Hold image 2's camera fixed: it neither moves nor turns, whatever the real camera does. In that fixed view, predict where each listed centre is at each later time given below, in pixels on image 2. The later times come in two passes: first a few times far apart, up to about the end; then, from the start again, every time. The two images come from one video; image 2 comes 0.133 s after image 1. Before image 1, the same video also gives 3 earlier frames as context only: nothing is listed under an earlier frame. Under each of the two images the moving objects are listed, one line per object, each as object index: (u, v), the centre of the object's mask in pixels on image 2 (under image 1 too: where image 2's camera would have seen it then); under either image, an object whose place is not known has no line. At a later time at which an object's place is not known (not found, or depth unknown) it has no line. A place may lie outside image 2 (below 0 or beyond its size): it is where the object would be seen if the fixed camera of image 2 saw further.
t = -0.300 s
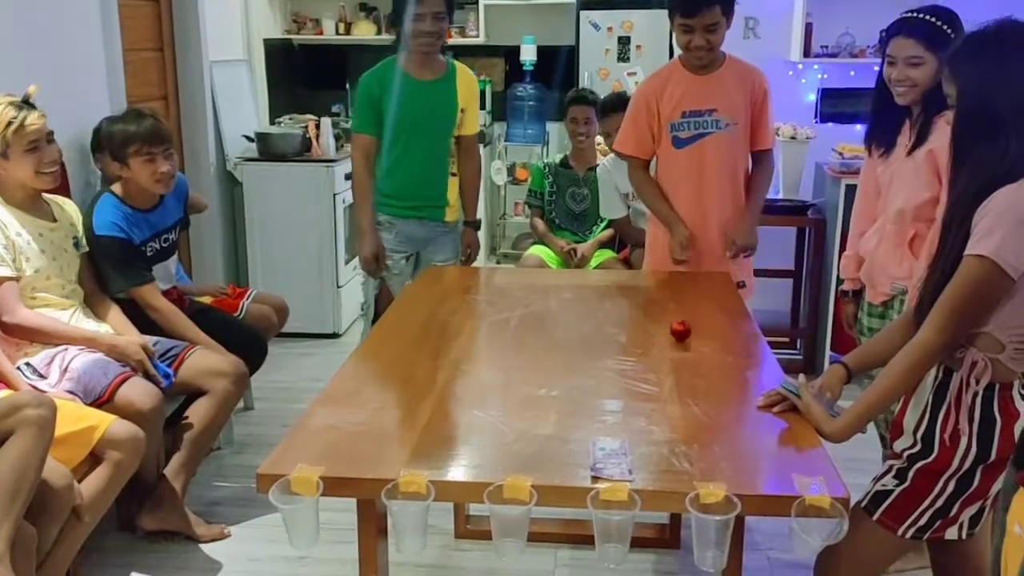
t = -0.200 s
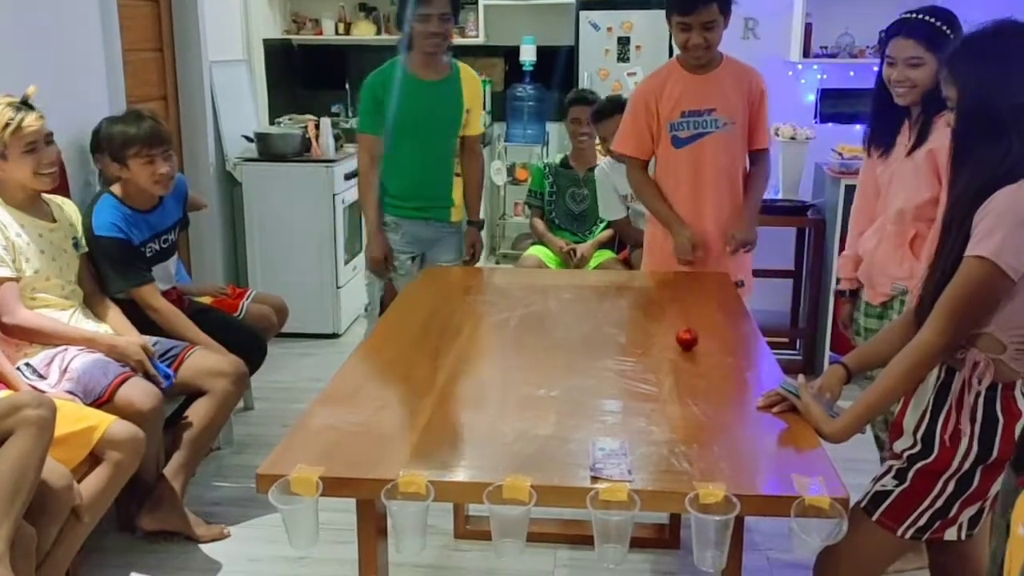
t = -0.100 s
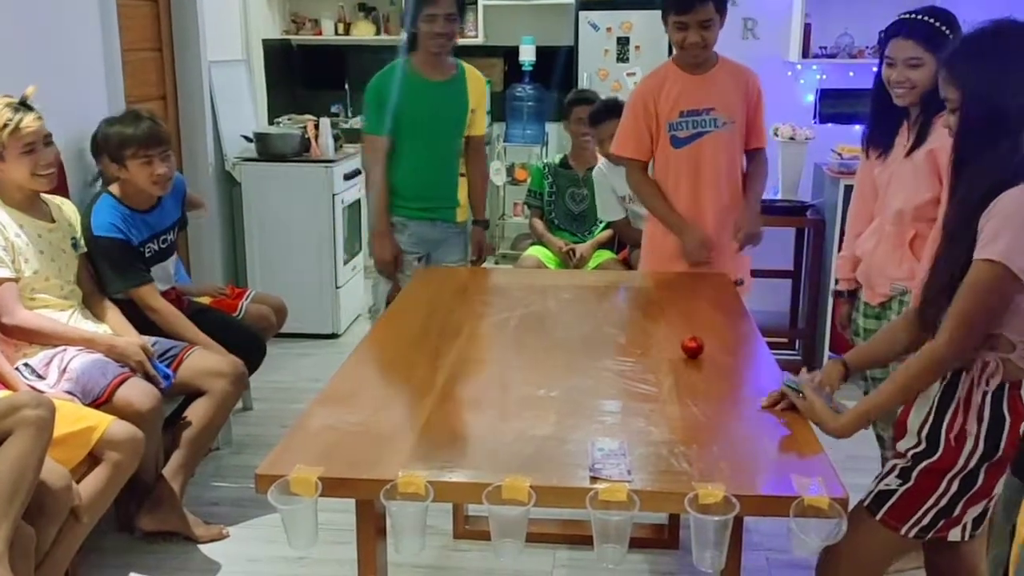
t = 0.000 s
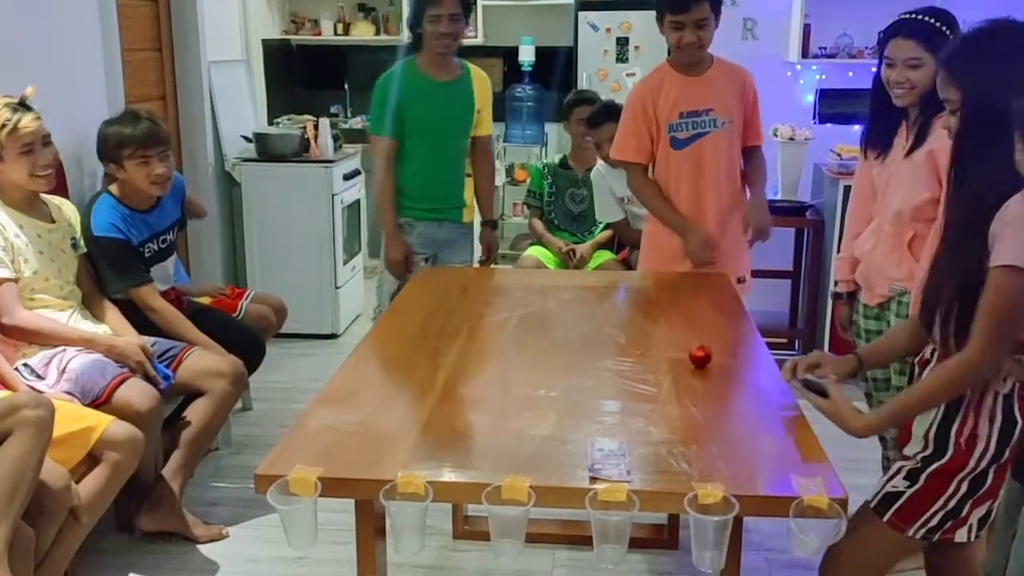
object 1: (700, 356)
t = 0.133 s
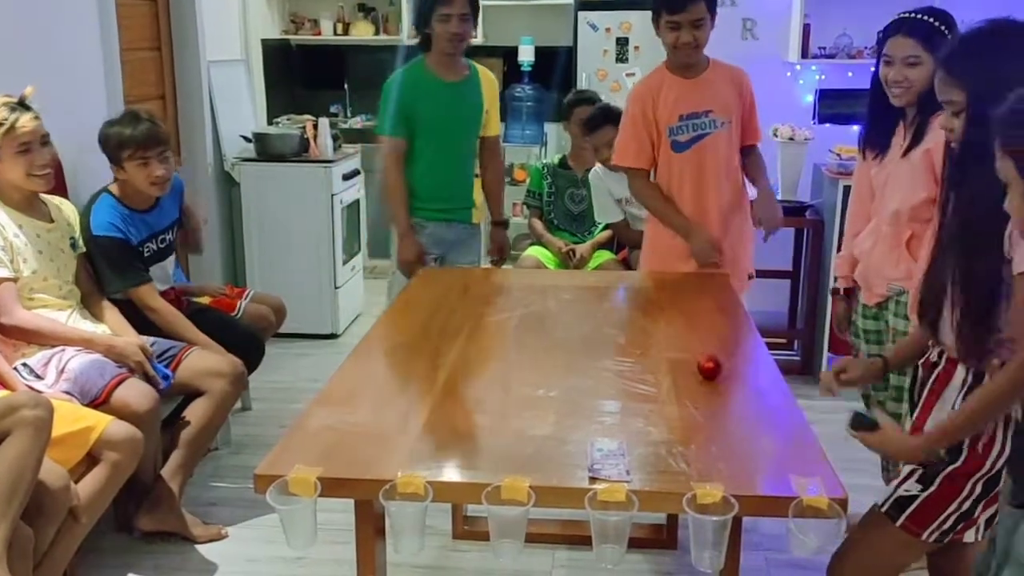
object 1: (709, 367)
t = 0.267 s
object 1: (720, 381)
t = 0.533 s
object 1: (738, 407)
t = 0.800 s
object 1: (751, 438)
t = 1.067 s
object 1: (754, 470)
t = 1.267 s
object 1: (768, 543)
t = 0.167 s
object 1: (711, 370)
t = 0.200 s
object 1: (714, 374)
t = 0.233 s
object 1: (717, 378)
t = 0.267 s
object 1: (720, 381)
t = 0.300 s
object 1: (723, 384)
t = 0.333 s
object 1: (726, 387)
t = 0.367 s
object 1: (727, 390)
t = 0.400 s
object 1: (729, 393)
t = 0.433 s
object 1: (731, 396)
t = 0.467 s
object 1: (734, 400)
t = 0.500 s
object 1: (736, 404)
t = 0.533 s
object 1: (738, 407)
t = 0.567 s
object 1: (741, 411)
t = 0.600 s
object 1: (743, 414)
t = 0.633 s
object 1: (744, 418)
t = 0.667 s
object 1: (746, 422)
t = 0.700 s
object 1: (747, 425)
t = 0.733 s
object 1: (748, 429)
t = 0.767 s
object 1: (750, 434)
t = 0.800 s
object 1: (751, 438)
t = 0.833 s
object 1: (752, 441)
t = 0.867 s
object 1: (753, 446)
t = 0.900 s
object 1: (754, 450)
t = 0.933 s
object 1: (754, 453)
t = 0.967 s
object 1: (755, 458)
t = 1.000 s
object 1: (754, 462)
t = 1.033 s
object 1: (754, 466)
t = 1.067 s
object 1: (754, 470)
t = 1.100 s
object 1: (753, 475)
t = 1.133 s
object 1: (753, 480)
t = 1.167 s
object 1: (752, 488)
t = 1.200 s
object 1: (756, 501)
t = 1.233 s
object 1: (761, 518)
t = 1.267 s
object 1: (768, 543)
